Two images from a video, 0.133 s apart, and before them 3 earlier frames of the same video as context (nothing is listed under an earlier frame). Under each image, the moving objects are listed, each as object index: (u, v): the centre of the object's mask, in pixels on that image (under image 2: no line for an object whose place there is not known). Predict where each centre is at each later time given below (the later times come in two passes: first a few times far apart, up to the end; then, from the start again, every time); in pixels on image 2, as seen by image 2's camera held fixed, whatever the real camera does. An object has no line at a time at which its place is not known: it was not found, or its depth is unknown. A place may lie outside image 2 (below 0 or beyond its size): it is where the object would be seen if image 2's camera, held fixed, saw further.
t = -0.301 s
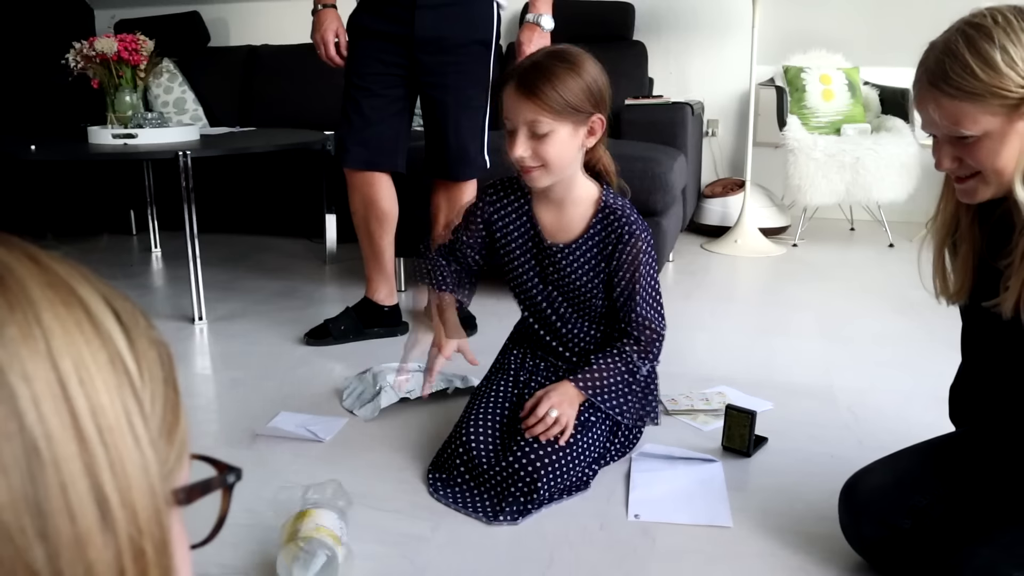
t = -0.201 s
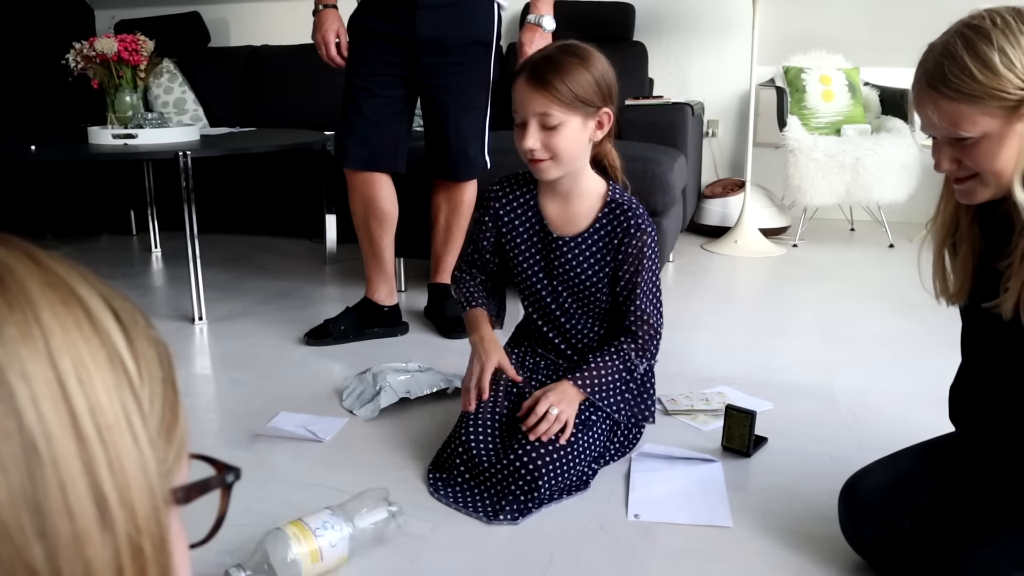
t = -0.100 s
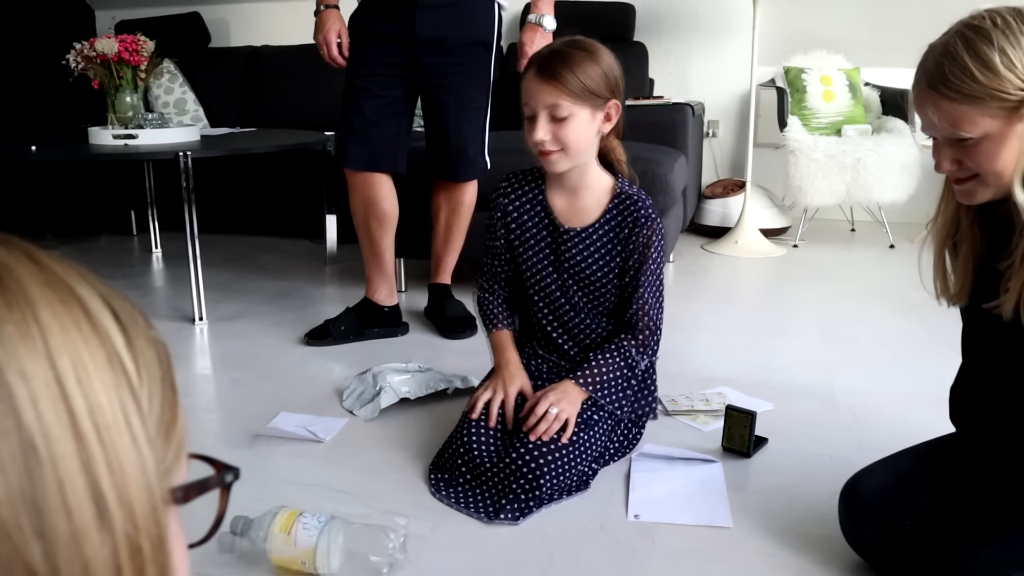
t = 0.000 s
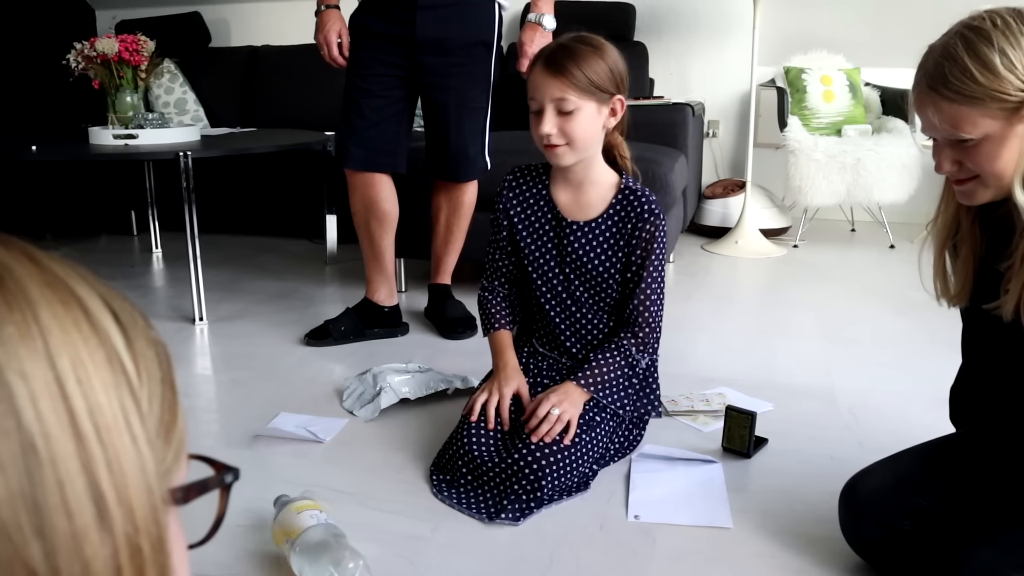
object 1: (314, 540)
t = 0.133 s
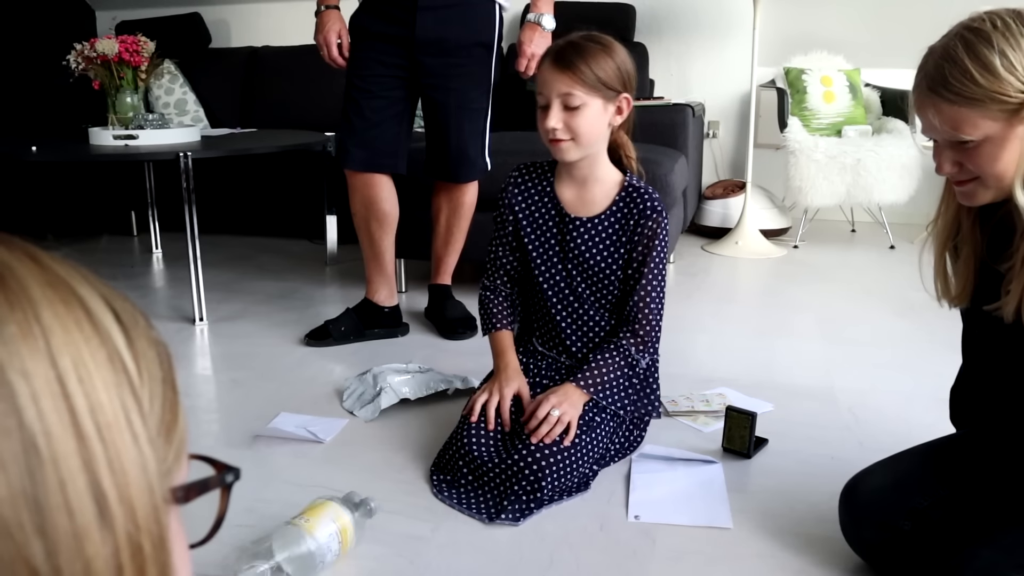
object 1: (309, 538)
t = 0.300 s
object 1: (304, 543)
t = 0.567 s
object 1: (303, 535)
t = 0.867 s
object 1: (306, 532)
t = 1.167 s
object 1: (314, 531)
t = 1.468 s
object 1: (330, 530)
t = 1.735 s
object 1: (351, 528)
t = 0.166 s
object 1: (307, 540)
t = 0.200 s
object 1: (303, 542)
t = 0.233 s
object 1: (302, 542)
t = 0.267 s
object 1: (302, 543)
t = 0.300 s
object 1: (304, 543)
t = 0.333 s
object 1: (303, 544)
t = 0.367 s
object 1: (302, 544)
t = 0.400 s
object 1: (305, 542)
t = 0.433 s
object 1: (305, 541)
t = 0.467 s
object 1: (303, 539)
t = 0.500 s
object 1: (303, 538)
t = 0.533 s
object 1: (303, 536)
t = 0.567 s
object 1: (303, 535)
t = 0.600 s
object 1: (303, 534)
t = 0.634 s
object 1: (305, 533)
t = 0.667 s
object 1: (306, 533)
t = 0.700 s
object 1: (306, 532)
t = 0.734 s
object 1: (306, 532)
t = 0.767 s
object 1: (306, 532)
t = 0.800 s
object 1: (306, 532)
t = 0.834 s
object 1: (305, 532)
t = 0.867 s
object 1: (306, 532)
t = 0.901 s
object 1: (306, 532)
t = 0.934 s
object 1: (306, 532)
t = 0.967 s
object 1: (307, 532)
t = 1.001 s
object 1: (308, 532)
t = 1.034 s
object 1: (308, 532)
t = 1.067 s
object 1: (310, 532)
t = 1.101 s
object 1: (311, 532)
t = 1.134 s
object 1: (313, 531)
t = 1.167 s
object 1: (314, 531)
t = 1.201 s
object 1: (315, 531)
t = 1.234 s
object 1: (317, 531)
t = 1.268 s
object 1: (318, 531)
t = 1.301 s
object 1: (320, 531)
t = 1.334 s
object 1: (321, 530)
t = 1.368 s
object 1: (323, 530)
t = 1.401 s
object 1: (324, 530)
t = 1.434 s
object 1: (327, 530)
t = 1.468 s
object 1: (330, 530)
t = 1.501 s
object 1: (332, 529)
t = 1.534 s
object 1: (335, 529)
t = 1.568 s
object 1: (336, 529)
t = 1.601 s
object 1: (339, 528)
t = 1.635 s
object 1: (341, 528)
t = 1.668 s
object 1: (345, 528)
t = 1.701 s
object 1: (348, 528)
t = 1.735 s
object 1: (351, 528)
